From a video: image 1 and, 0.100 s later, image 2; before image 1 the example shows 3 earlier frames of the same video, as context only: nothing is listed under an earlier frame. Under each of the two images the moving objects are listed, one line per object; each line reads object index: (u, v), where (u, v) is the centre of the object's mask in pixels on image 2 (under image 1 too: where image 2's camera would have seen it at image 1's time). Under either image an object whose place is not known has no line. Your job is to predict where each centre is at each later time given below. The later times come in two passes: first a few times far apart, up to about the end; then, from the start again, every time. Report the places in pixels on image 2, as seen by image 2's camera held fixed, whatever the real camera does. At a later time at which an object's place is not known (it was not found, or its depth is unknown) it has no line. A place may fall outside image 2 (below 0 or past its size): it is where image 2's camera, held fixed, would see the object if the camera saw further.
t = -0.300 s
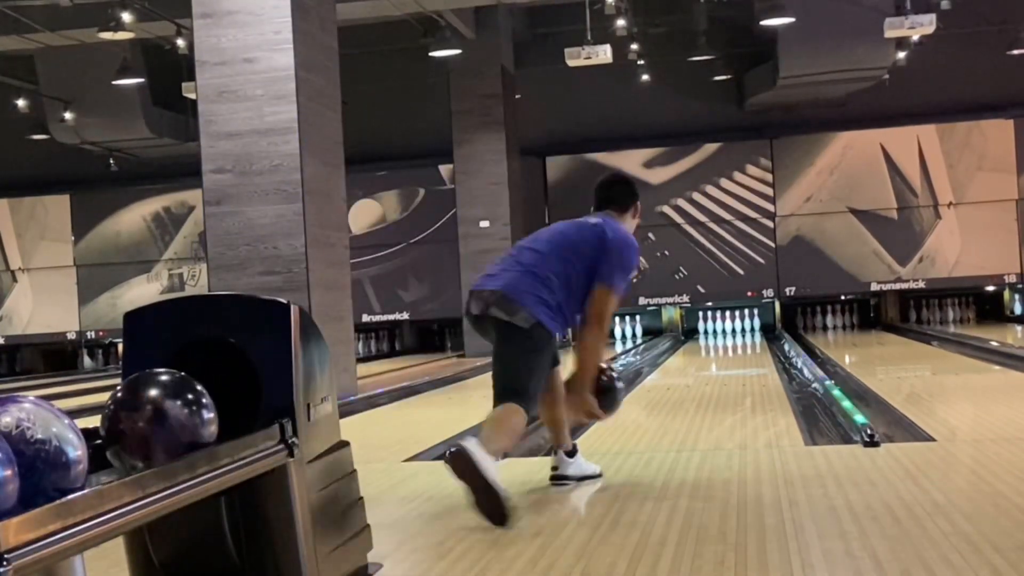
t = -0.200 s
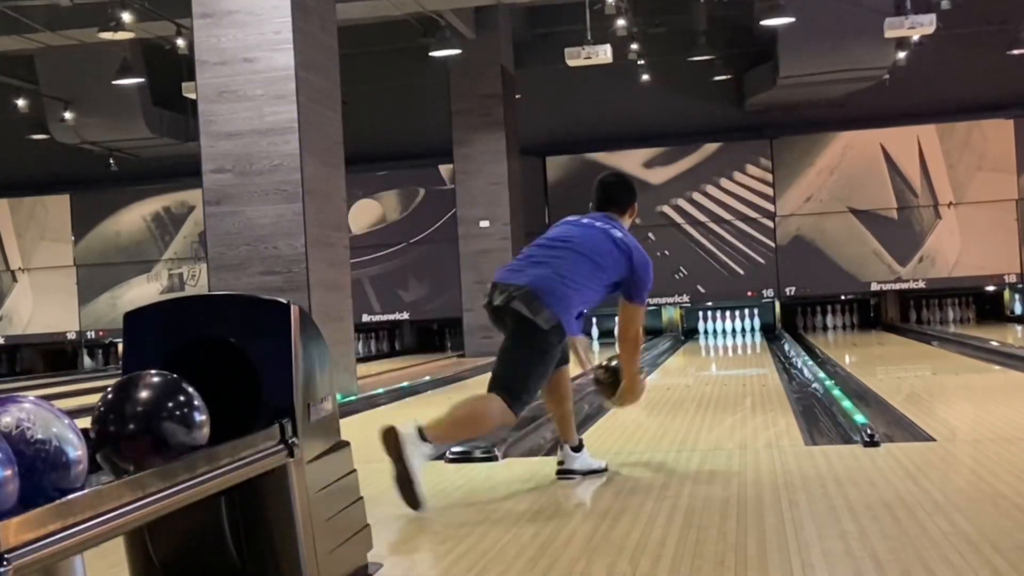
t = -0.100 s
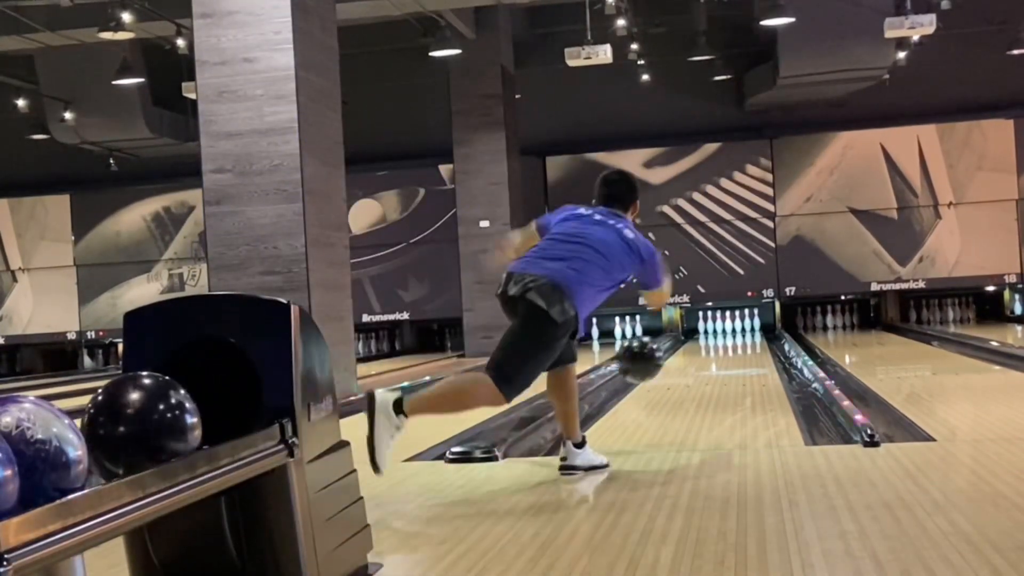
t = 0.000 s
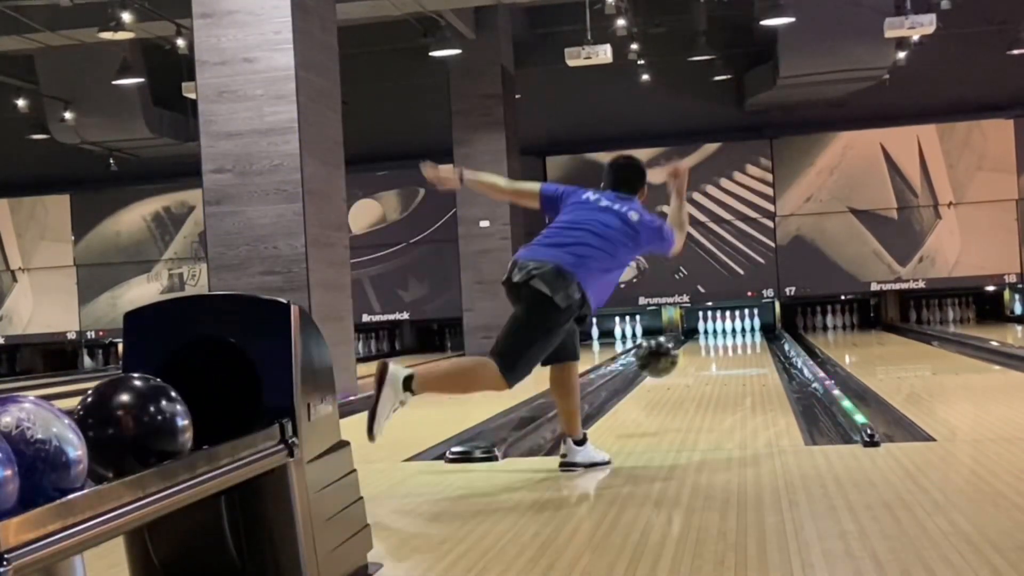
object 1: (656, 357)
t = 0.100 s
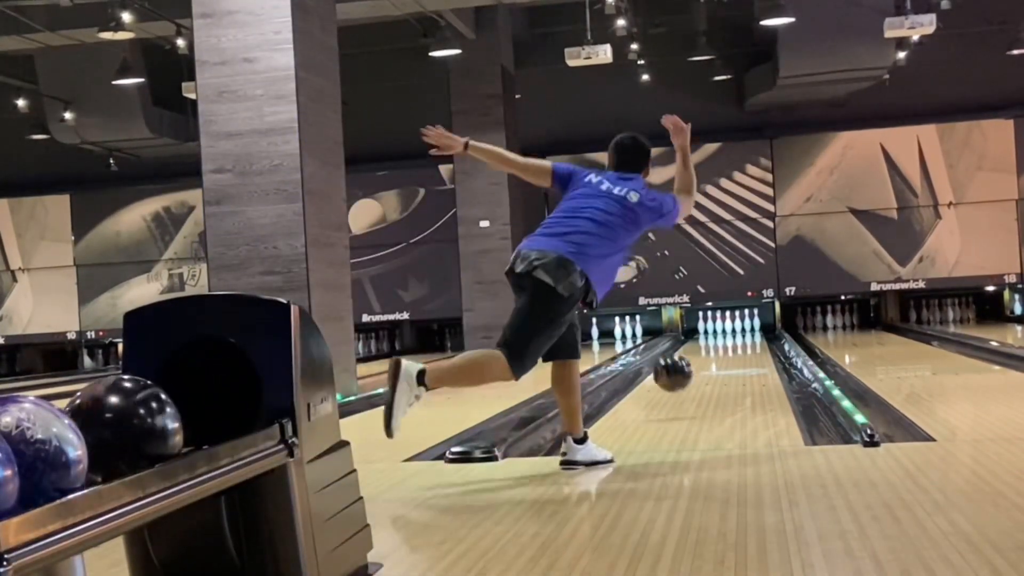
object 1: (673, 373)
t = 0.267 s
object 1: (693, 382)
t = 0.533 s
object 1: (713, 369)
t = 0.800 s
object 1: (727, 358)
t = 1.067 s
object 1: (736, 349)
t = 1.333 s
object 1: (742, 342)
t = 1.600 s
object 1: (746, 337)
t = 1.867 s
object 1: (747, 333)
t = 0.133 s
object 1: (677, 381)
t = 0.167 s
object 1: (682, 391)
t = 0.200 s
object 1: (686, 388)
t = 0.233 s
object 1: (689, 384)
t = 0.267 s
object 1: (693, 382)
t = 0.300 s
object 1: (696, 382)
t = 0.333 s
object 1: (699, 380)
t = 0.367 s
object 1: (702, 378)
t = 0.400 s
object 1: (704, 376)
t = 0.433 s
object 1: (707, 374)
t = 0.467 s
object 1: (709, 372)
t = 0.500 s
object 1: (711, 371)
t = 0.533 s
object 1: (713, 369)
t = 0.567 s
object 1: (715, 367)
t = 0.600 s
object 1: (717, 365)
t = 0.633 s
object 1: (719, 364)
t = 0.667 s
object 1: (721, 363)
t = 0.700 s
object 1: (722, 361)
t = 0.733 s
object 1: (724, 361)
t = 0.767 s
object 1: (725, 358)
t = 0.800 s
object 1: (727, 358)
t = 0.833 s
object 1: (728, 356)
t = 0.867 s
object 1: (729, 355)
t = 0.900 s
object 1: (731, 354)
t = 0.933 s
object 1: (732, 353)
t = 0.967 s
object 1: (733, 352)
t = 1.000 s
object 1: (734, 351)
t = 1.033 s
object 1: (735, 350)
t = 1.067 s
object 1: (736, 349)
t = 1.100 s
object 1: (736, 348)
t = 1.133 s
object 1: (737, 347)
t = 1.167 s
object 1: (738, 346)
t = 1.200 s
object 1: (739, 345)
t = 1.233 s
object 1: (740, 345)
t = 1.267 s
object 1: (741, 344)
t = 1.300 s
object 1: (742, 343)
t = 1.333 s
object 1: (742, 342)
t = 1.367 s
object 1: (743, 342)
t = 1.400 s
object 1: (743, 341)
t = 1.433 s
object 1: (743, 340)
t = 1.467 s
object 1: (744, 340)
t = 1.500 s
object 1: (745, 339)
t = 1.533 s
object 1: (745, 338)
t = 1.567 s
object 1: (745, 338)
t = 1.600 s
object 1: (746, 337)
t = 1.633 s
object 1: (746, 337)
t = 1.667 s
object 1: (746, 337)
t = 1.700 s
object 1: (746, 336)
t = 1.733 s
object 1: (746, 336)
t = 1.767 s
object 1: (747, 335)
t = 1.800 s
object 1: (747, 334)
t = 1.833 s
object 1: (747, 333)
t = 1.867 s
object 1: (747, 333)
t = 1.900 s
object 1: (747, 333)
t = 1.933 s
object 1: (747, 333)
